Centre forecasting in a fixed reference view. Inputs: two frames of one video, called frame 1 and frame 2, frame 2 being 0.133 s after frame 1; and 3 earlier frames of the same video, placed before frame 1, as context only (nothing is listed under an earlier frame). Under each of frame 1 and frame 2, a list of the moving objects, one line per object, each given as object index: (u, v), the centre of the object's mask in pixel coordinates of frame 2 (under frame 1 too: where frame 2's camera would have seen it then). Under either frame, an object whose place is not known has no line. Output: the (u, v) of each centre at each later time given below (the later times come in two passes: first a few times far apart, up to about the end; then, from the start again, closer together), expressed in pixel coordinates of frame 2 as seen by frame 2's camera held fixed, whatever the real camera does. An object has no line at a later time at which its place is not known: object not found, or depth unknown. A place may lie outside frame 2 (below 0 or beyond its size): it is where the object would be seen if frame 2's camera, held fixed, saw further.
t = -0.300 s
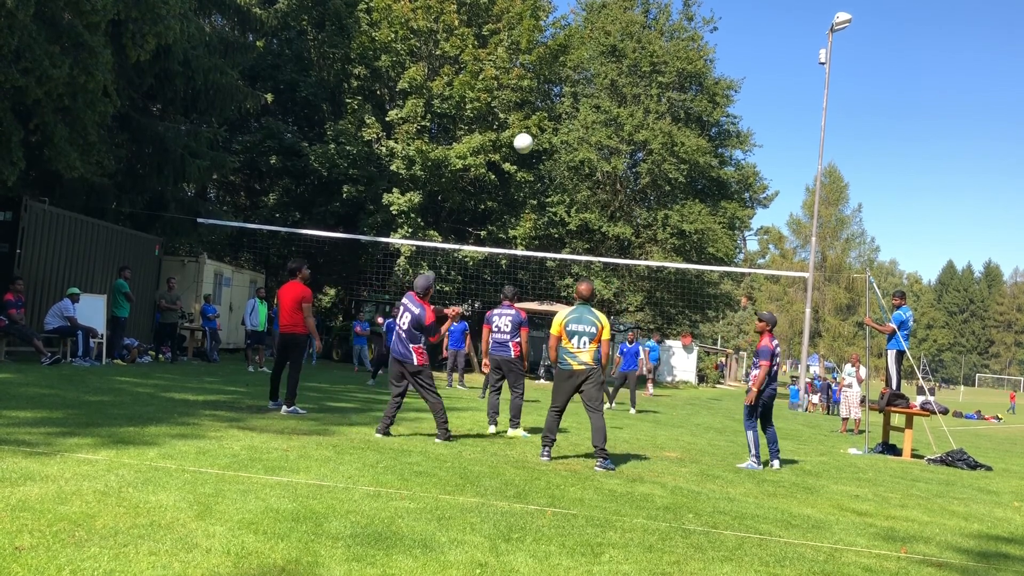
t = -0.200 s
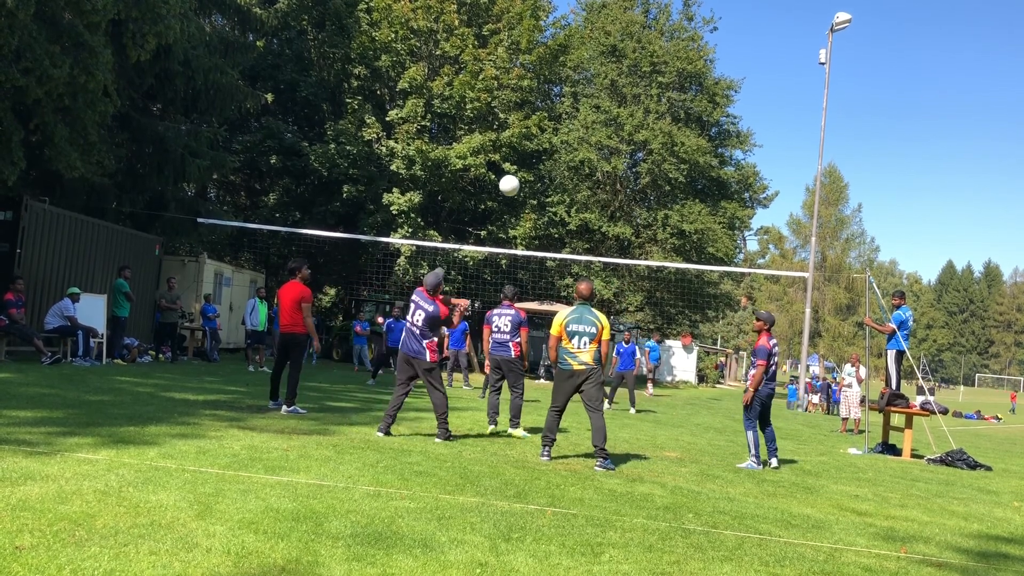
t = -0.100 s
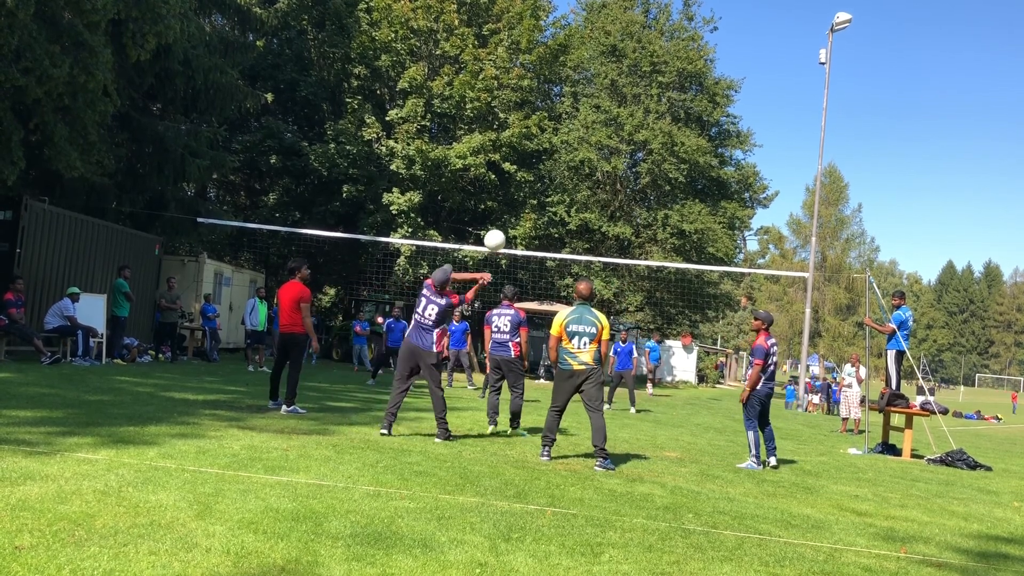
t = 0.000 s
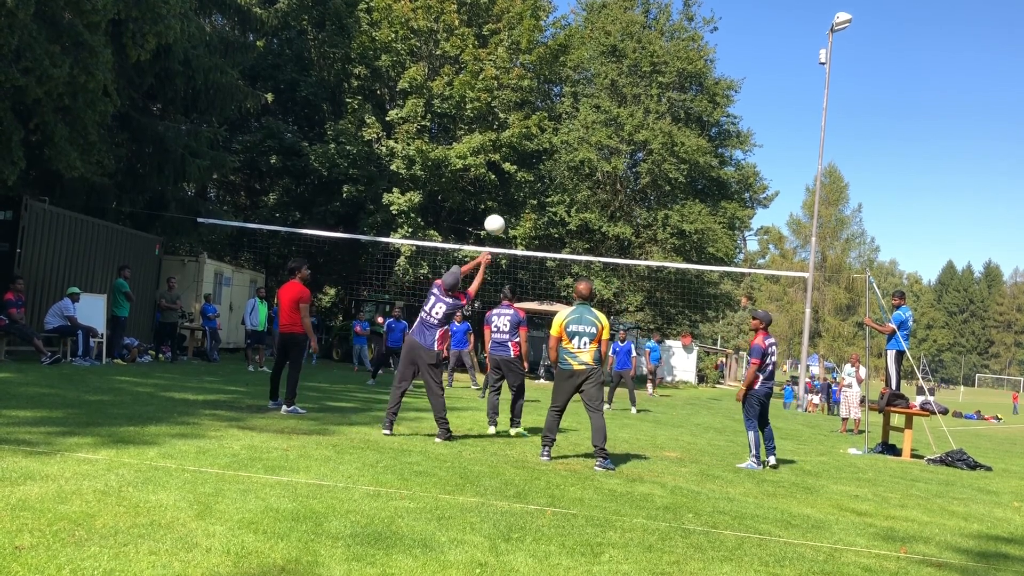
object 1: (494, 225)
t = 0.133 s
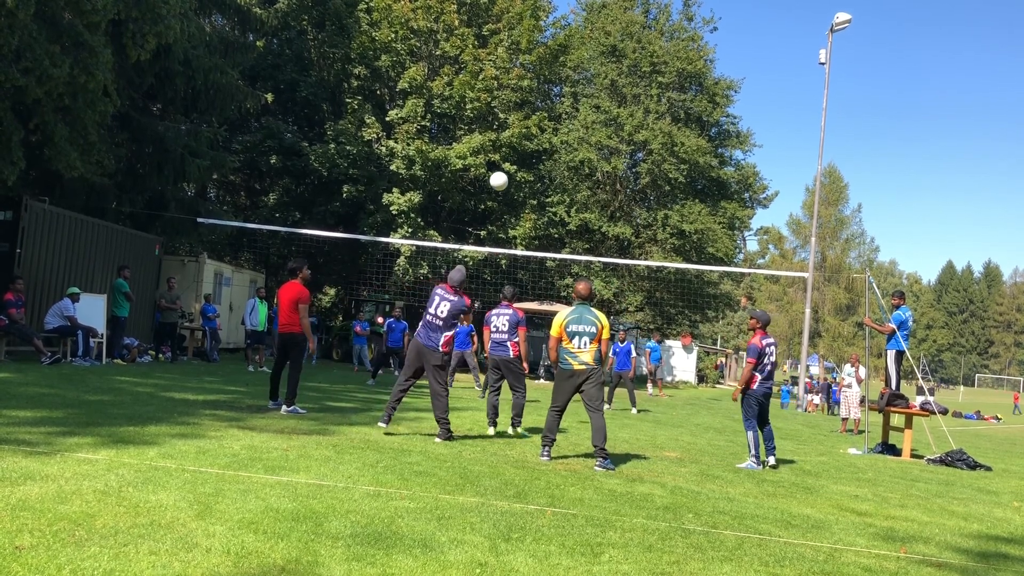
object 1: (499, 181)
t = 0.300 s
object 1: (500, 157)
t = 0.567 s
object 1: (495, 160)
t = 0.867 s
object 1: (484, 203)
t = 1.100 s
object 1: (473, 256)
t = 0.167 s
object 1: (499, 174)
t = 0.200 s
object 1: (499, 168)
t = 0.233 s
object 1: (499, 163)
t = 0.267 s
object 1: (499, 159)
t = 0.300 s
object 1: (500, 157)
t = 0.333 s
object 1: (499, 155)
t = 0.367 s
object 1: (498, 154)
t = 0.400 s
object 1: (498, 153)
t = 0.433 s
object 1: (498, 154)
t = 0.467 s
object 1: (497, 154)
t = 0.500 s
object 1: (497, 156)
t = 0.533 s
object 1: (496, 158)
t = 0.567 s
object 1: (495, 160)
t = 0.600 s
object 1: (494, 163)
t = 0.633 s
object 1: (493, 167)
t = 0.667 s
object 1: (492, 171)
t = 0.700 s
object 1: (491, 175)
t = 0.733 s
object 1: (489, 180)
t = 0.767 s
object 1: (488, 185)
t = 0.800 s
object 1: (487, 191)
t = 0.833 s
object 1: (485, 197)
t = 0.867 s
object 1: (484, 203)
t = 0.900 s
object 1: (483, 210)
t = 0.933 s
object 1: (481, 217)
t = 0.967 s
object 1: (480, 224)
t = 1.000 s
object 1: (478, 232)
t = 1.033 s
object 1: (477, 240)
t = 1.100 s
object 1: (473, 256)
